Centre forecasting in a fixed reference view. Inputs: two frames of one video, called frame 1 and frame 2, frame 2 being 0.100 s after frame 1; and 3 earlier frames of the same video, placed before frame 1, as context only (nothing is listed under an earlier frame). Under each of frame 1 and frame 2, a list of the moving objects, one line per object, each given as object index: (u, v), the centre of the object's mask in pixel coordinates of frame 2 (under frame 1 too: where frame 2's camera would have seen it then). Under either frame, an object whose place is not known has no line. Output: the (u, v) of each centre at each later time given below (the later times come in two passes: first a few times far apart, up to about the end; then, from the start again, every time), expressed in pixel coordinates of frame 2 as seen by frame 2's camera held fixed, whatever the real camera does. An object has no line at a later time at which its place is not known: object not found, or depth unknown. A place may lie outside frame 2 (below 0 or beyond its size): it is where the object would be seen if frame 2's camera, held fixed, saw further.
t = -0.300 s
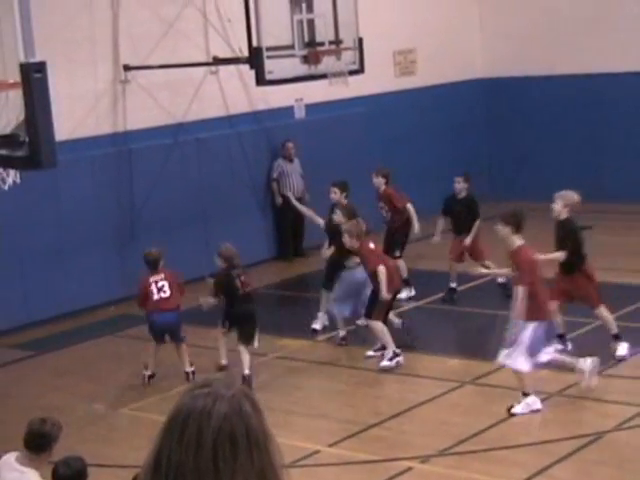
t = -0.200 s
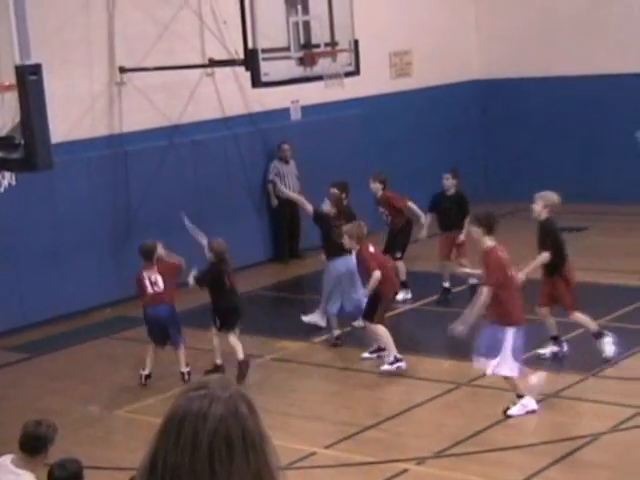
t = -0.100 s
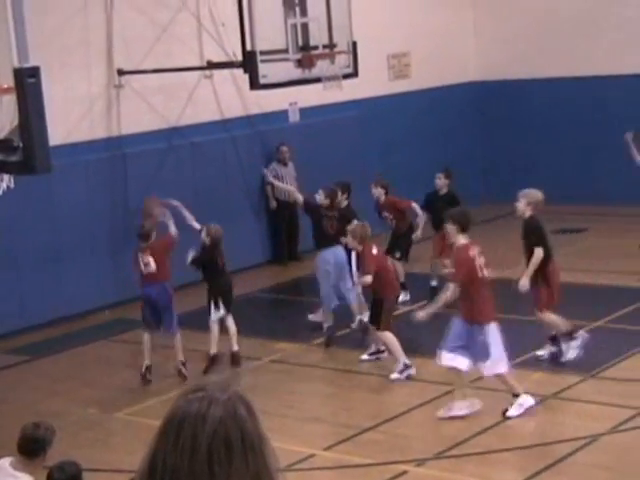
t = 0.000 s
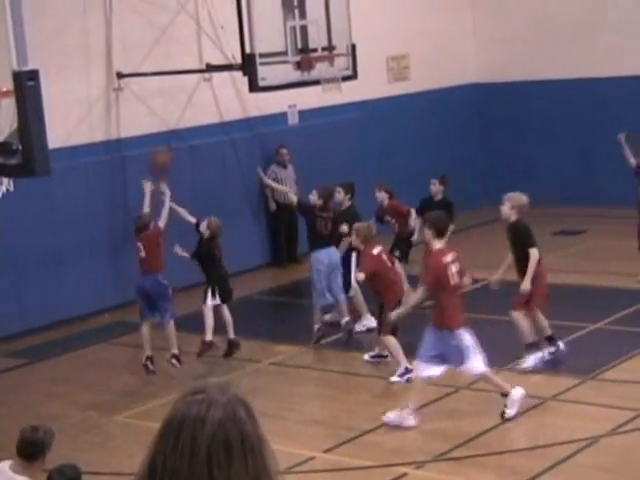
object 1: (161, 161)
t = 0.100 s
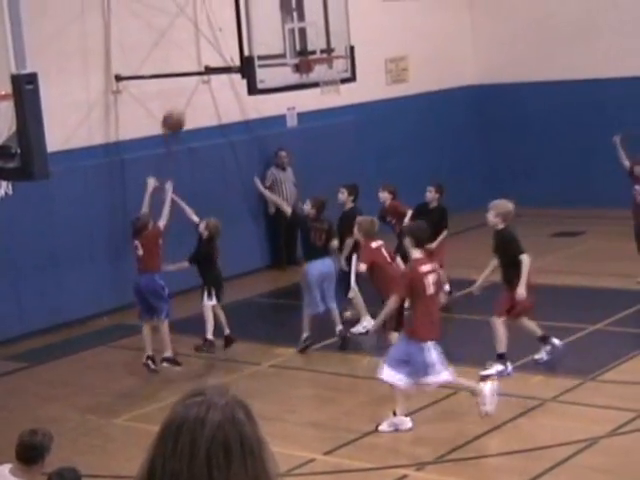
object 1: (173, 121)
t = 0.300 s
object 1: (202, 72)
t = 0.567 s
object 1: (243, 66)
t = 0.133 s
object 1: (178, 110)
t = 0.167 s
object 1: (182, 99)
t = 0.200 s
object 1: (187, 91)
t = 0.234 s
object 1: (192, 84)
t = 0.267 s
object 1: (197, 76)
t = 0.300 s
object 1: (202, 72)
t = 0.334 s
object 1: (206, 67)
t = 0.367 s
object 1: (212, 64)
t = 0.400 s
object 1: (216, 63)
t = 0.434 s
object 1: (222, 61)
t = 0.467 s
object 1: (227, 60)
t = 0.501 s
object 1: (231, 60)
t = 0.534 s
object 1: (237, 62)
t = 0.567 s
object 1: (243, 66)
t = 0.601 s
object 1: (248, 69)
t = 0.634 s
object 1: (253, 74)
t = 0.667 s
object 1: (261, 80)
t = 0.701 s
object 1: (265, 87)
